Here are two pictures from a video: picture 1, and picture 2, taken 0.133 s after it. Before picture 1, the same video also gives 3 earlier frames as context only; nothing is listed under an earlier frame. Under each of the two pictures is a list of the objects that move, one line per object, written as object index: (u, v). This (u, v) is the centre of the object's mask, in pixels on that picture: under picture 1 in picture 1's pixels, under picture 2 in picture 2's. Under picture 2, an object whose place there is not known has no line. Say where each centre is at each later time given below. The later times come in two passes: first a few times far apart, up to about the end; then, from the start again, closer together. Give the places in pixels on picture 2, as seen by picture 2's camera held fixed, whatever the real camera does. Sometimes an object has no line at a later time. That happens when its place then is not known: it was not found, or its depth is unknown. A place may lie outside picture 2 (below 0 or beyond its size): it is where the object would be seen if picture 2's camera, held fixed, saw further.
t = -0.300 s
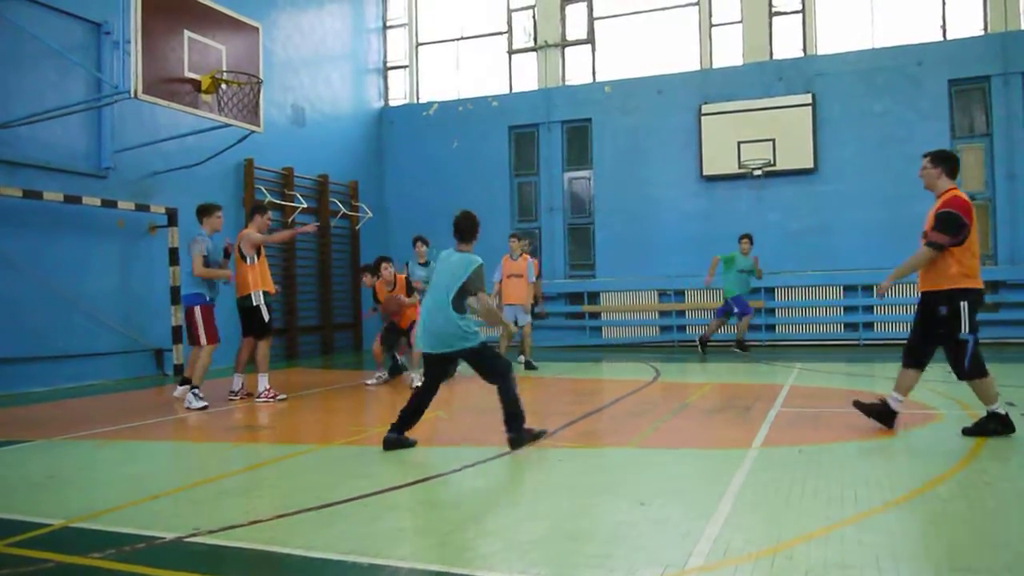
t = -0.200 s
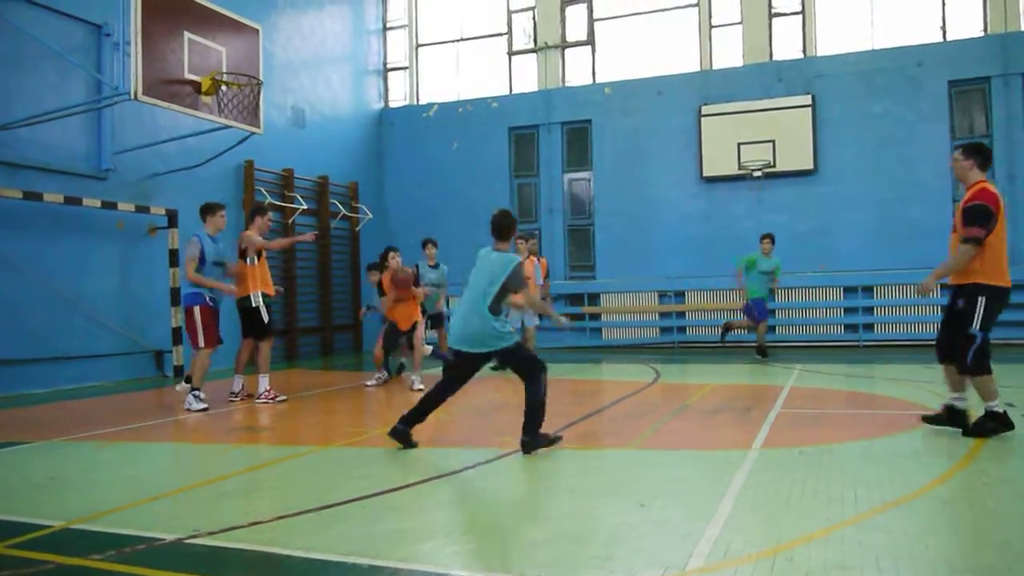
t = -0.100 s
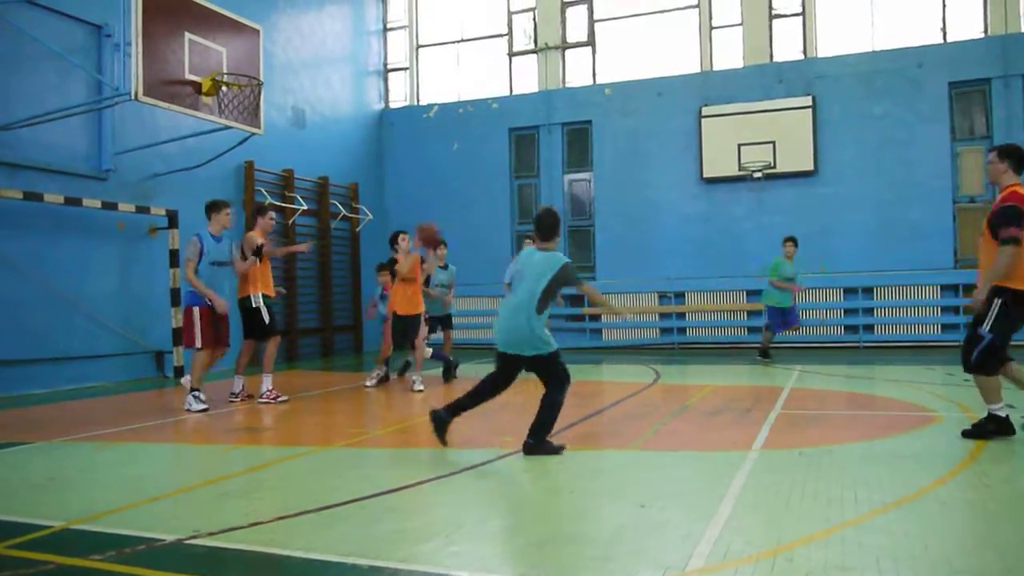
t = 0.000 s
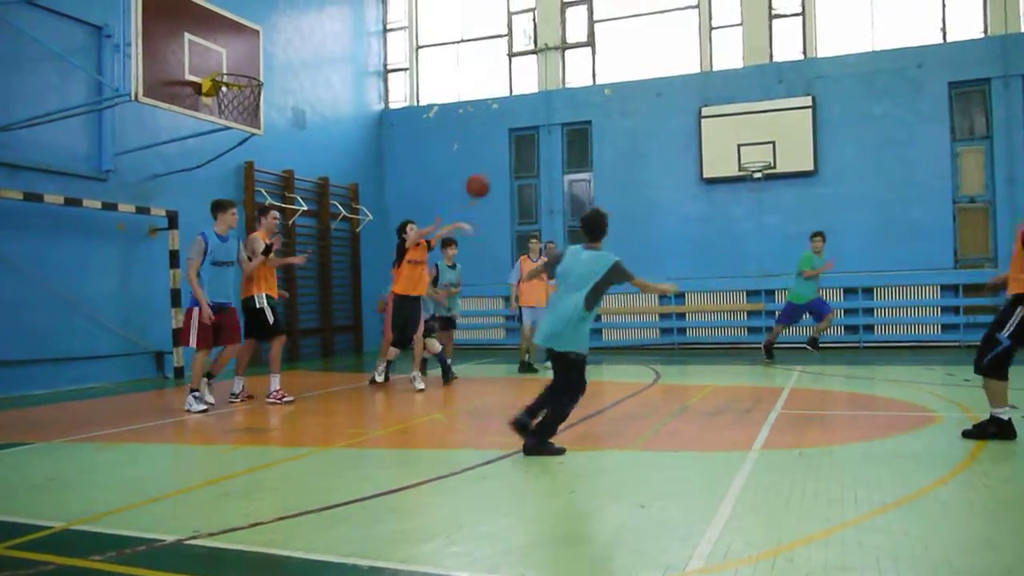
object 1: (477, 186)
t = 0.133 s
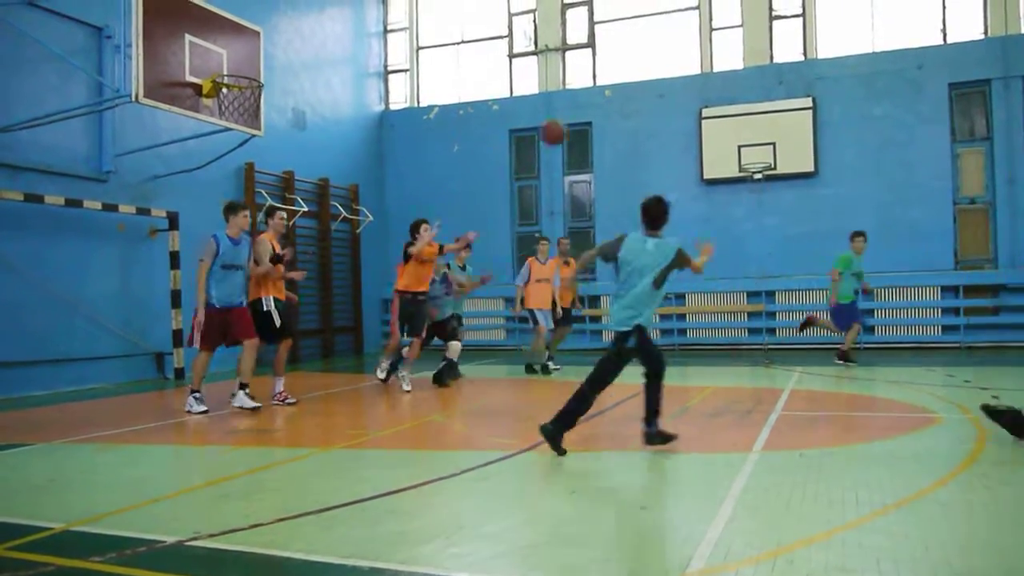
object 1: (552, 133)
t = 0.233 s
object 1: (615, 101)
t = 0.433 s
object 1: (758, 65)
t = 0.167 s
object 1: (574, 120)
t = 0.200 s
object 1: (595, 110)
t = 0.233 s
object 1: (615, 101)
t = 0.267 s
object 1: (637, 92)
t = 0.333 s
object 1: (683, 78)
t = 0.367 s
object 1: (707, 73)
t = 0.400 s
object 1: (733, 68)
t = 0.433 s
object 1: (758, 65)
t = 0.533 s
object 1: (840, 62)
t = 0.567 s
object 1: (869, 65)
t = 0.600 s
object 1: (898, 69)
